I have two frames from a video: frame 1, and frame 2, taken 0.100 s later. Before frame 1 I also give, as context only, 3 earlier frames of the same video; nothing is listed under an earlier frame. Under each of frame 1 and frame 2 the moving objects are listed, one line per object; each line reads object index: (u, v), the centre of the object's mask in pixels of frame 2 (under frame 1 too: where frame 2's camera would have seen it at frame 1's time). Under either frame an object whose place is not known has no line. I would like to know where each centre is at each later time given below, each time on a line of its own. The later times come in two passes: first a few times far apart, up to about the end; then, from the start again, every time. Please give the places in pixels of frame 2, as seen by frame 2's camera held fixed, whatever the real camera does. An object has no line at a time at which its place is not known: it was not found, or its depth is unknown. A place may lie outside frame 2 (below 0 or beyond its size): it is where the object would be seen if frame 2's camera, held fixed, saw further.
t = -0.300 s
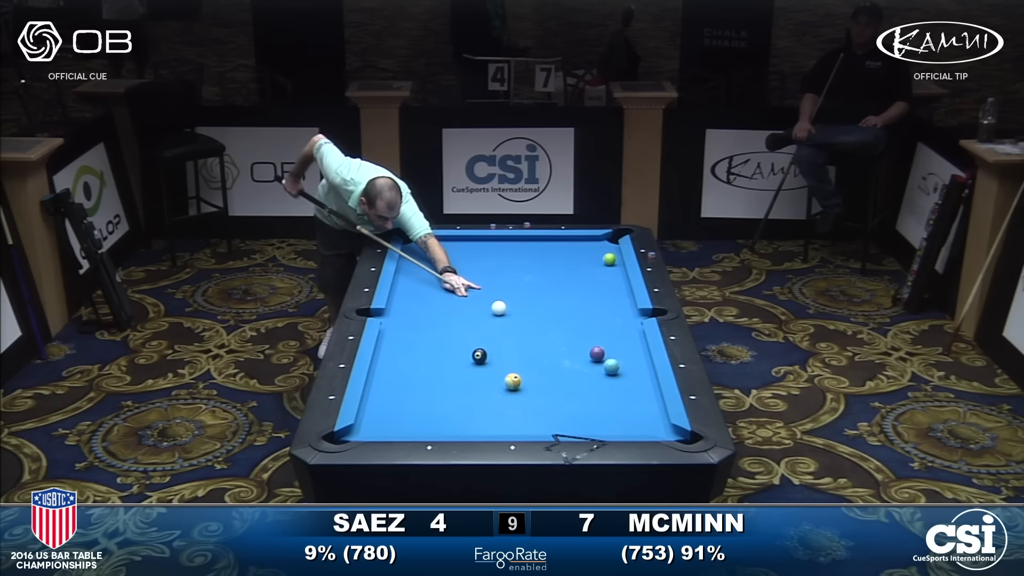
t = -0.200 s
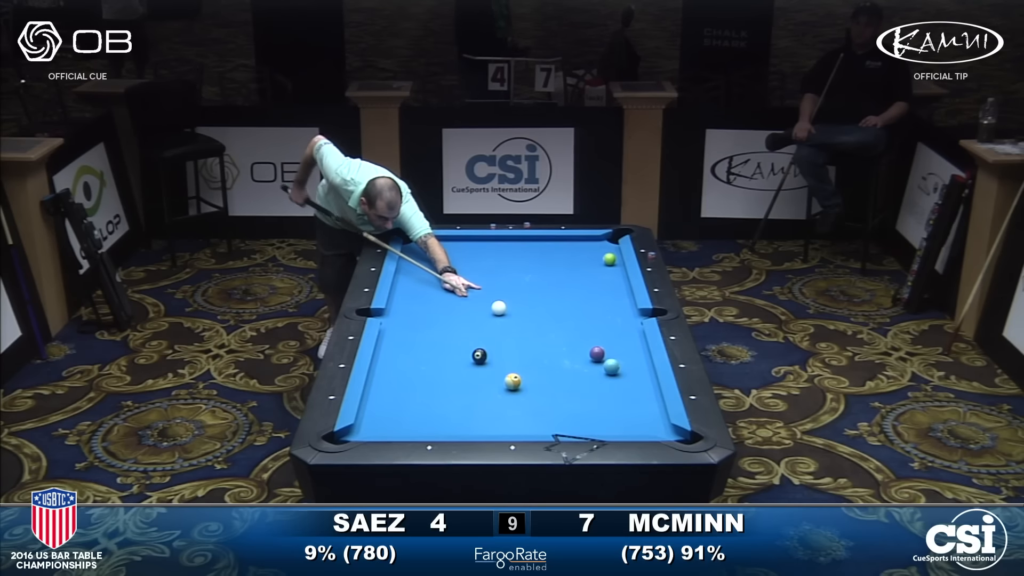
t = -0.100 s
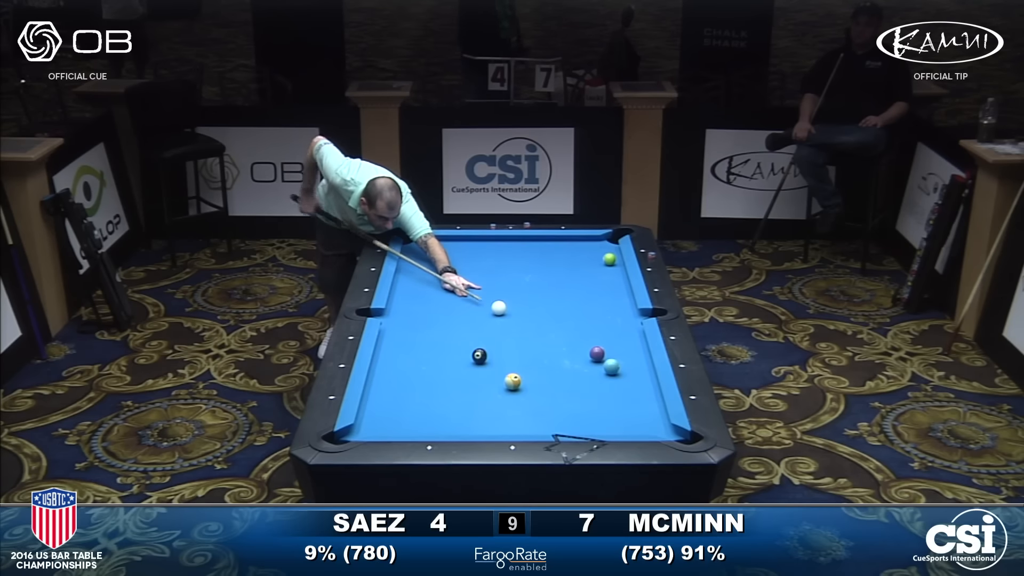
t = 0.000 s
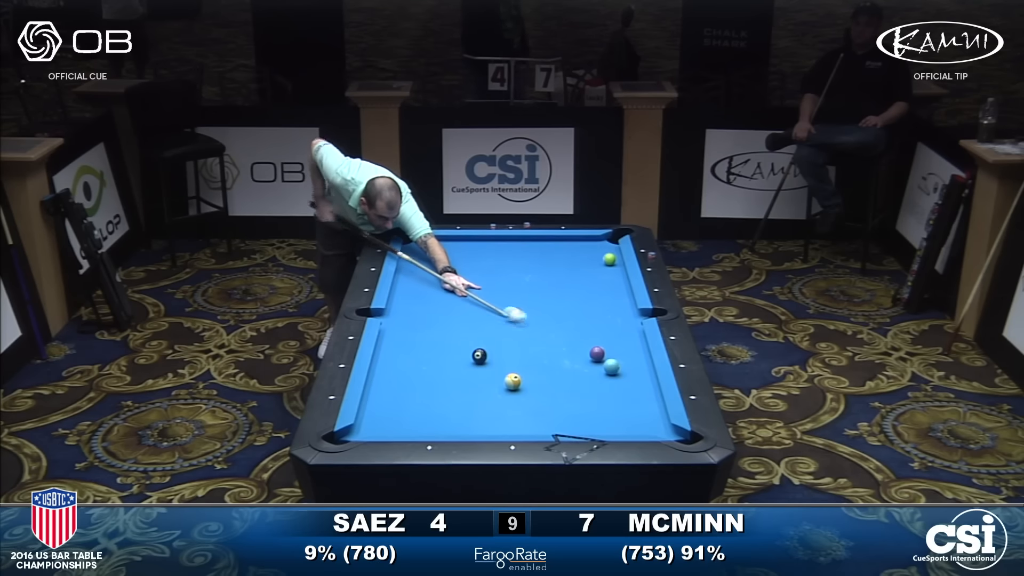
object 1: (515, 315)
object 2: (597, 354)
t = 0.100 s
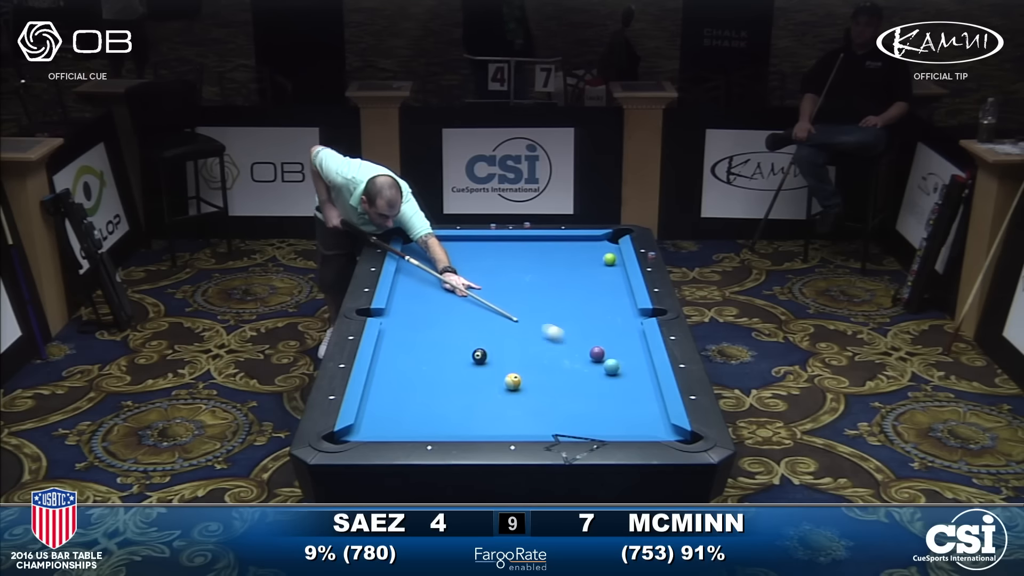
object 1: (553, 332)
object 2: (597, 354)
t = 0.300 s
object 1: (590, 348)
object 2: (619, 360)
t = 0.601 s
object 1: (596, 345)
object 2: (637, 360)
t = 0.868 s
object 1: (600, 344)
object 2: (617, 358)
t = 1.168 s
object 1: (604, 342)
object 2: (597, 356)
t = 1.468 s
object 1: (606, 341)
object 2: (579, 354)
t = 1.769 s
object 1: (607, 341)
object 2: (563, 352)
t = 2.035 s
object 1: (606, 341)
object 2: (551, 351)
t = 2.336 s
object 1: (606, 341)
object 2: (539, 350)
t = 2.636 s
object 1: (606, 341)
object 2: (529, 349)
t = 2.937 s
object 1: (606, 341)
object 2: (520, 348)
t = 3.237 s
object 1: (606, 341)
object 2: (514, 348)
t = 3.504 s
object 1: (606, 341)
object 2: (510, 347)
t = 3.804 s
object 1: (606, 341)
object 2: (507, 347)
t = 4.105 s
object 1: (606, 341)
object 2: (507, 347)
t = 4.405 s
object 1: (606, 341)
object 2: (507, 347)
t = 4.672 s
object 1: (606, 341)
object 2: (507, 347)
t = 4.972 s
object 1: (606, 341)
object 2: (507, 347)
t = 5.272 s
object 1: (606, 341)
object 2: (507, 347)
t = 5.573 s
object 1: (606, 341)
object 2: (507, 347)
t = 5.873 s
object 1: (606, 341)
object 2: (507, 347)
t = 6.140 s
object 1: (606, 341)
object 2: (507, 347)
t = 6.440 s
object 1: (606, 341)
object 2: (507, 347)
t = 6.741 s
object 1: (606, 341)
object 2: (507, 347)
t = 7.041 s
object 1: (606, 341)
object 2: (507, 347)
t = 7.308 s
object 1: (606, 341)
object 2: (507, 347)
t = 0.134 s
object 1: (565, 338)
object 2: (597, 354)
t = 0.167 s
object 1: (577, 343)
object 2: (597, 354)
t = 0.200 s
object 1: (586, 347)
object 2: (598, 355)
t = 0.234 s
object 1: (589, 348)
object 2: (606, 357)
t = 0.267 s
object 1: (589, 348)
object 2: (614, 358)
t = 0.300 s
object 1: (590, 348)
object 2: (619, 360)
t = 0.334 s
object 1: (591, 347)
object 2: (624, 360)
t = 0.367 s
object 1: (592, 347)
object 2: (628, 360)
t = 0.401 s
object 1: (593, 347)
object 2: (633, 360)
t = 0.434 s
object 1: (593, 347)
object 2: (638, 360)
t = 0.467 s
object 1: (594, 346)
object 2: (642, 361)
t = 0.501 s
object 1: (594, 346)
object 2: (644, 361)
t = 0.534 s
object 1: (595, 346)
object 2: (642, 360)
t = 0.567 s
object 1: (596, 346)
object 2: (639, 360)
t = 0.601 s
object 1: (596, 345)
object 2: (637, 360)
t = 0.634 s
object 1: (597, 345)
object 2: (634, 360)
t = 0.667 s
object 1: (597, 345)
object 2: (632, 359)
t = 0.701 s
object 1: (598, 345)
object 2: (629, 359)
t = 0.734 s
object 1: (599, 344)
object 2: (627, 359)
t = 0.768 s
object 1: (599, 344)
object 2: (624, 358)
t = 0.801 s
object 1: (600, 344)
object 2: (622, 358)
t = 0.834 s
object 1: (600, 344)
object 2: (619, 358)
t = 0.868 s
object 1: (600, 344)
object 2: (617, 358)
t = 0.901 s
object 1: (601, 343)
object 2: (615, 358)
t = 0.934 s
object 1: (601, 343)
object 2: (612, 358)
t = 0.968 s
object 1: (602, 343)
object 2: (610, 357)
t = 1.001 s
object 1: (602, 342)
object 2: (608, 357)
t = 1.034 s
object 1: (602, 342)
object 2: (605, 357)
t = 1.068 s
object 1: (603, 341)
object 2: (604, 356)
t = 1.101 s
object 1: (603, 341)
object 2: (601, 356)
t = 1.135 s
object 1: (604, 342)
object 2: (599, 356)
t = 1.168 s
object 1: (604, 342)
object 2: (597, 356)
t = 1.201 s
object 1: (604, 342)
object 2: (595, 356)
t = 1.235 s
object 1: (605, 342)
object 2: (593, 355)
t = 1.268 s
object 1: (605, 342)
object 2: (590, 355)
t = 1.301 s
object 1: (605, 342)
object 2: (589, 355)
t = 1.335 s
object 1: (605, 342)
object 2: (587, 355)
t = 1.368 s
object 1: (605, 342)
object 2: (585, 355)
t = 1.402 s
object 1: (606, 342)
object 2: (583, 355)
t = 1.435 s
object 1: (606, 342)
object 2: (581, 354)
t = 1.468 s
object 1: (606, 341)
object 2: (579, 354)
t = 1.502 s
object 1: (606, 341)
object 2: (577, 354)
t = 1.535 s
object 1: (606, 341)
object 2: (575, 354)
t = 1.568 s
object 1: (606, 341)
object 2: (573, 353)
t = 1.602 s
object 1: (606, 341)
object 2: (572, 353)
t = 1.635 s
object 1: (606, 341)
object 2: (570, 353)
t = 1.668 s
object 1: (606, 341)
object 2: (568, 353)
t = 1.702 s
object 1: (606, 341)
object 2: (566, 353)
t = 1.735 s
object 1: (606, 341)
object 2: (565, 353)
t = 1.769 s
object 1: (607, 341)
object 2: (563, 352)
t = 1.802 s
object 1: (606, 341)
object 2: (561, 352)
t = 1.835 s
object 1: (606, 341)
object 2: (560, 352)
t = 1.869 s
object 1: (606, 341)
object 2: (558, 352)
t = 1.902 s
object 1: (606, 341)
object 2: (557, 352)
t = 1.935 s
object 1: (606, 341)
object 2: (555, 352)
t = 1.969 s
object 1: (606, 341)
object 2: (554, 352)
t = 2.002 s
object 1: (606, 341)
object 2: (552, 352)
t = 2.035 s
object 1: (606, 341)
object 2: (551, 351)
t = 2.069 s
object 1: (606, 341)
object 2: (549, 351)
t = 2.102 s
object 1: (606, 341)
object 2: (548, 351)
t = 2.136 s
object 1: (606, 341)
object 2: (546, 351)
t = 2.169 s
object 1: (606, 341)
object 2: (545, 351)
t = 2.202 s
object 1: (606, 341)
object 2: (544, 351)
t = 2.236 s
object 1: (606, 341)
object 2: (542, 351)
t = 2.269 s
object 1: (606, 341)
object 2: (541, 351)
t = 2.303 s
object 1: (606, 341)
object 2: (540, 350)
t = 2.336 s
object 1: (606, 341)
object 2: (539, 350)
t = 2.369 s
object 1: (606, 341)
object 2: (538, 350)
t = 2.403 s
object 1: (606, 341)
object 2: (536, 350)
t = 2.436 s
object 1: (606, 341)
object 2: (535, 350)
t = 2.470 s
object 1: (606, 341)
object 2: (534, 350)
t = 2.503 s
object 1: (606, 341)
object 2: (533, 349)
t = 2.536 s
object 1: (606, 341)
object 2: (532, 349)
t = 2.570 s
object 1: (606, 341)
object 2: (531, 349)
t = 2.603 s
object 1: (606, 341)
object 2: (530, 349)
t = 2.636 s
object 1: (606, 341)
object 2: (529, 349)
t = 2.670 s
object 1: (606, 341)
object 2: (528, 349)
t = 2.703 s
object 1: (606, 341)
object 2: (527, 349)
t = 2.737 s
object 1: (606, 341)
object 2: (526, 349)
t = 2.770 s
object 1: (606, 341)
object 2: (525, 349)
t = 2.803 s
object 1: (606, 341)
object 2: (524, 348)
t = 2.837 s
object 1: (606, 341)
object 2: (523, 348)
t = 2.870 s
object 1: (606, 341)
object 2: (522, 348)
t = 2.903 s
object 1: (606, 341)
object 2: (521, 348)
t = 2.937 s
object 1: (606, 341)
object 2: (520, 348)
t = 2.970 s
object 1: (606, 341)
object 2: (520, 348)
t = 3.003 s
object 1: (606, 341)
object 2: (519, 348)
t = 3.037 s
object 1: (606, 341)
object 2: (518, 348)
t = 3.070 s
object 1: (606, 341)
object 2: (518, 348)
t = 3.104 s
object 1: (606, 341)
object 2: (517, 348)
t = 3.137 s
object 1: (606, 341)
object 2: (516, 348)
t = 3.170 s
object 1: (606, 341)
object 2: (516, 348)
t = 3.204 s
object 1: (606, 341)
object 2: (515, 348)
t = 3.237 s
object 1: (606, 341)
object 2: (514, 348)
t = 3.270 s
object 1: (606, 341)
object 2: (514, 348)
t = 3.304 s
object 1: (606, 341)
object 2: (513, 348)
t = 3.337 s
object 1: (606, 341)
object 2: (512, 348)
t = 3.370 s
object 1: (606, 341)
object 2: (512, 347)
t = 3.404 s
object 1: (606, 341)
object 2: (512, 347)
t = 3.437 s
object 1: (606, 341)
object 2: (511, 347)
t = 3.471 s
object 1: (606, 341)
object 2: (511, 347)
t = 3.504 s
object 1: (606, 341)
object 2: (510, 347)
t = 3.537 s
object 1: (606, 341)
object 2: (510, 347)
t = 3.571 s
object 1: (606, 341)
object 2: (510, 347)
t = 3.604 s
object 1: (606, 341)
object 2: (509, 347)
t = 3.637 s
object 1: (606, 341)
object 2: (509, 347)
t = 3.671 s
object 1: (606, 341)
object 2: (509, 347)
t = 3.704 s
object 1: (606, 341)
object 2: (508, 347)
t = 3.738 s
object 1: (606, 341)
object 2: (508, 347)
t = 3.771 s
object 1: (606, 341)
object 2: (508, 347)
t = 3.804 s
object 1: (606, 341)
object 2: (507, 347)
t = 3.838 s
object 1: (606, 341)
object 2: (507, 347)
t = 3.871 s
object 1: (606, 341)
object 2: (507, 347)
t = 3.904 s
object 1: (606, 341)
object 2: (507, 347)
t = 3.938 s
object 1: (606, 341)
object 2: (507, 347)
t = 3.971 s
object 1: (606, 341)
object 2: (507, 347)
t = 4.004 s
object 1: (606, 341)
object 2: (507, 347)
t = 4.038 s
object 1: (606, 341)
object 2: (507, 347)
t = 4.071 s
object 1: (606, 341)
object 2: (507, 347)
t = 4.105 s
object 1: (606, 341)
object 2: (507, 347)
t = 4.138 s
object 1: (606, 341)
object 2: (507, 347)
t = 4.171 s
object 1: (606, 341)
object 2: (507, 347)
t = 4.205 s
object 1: (606, 341)
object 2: (507, 347)
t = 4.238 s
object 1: (606, 341)
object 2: (507, 347)
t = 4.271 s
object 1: (606, 341)
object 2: (507, 347)
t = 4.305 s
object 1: (606, 341)
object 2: (507, 347)
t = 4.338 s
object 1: (606, 341)
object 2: (507, 347)
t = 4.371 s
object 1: (606, 341)
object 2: (507, 347)
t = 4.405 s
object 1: (606, 341)
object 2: (507, 347)
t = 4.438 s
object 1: (606, 341)
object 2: (507, 347)
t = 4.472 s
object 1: (606, 341)
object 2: (507, 347)
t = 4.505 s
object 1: (606, 341)
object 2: (507, 347)
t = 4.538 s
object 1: (606, 341)
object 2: (507, 347)
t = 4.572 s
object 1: (606, 341)
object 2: (507, 347)
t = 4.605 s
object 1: (606, 341)
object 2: (507, 347)
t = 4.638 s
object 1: (606, 341)
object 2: (507, 347)
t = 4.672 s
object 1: (606, 341)
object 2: (507, 347)
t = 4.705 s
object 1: (606, 341)
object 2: (507, 347)
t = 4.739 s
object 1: (606, 341)
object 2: (507, 347)
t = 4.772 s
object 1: (606, 341)
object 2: (507, 347)
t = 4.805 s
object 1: (606, 341)
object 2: (507, 347)
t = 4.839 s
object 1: (606, 341)
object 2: (507, 347)
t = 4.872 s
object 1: (606, 341)
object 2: (507, 347)
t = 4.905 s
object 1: (606, 341)
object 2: (507, 347)
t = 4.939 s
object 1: (606, 341)
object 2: (507, 347)
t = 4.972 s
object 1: (606, 341)
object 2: (507, 347)
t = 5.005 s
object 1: (606, 341)
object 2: (507, 347)
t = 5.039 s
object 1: (606, 341)
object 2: (507, 347)
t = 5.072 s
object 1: (606, 341)
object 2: (507, 347)
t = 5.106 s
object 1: (606, 341)
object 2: (507, 347)
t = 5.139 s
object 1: (606, 341)
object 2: (507, 347)
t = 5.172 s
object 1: (606, 341)
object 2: (507, 347)
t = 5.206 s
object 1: (606, 341)
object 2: (507, 347)
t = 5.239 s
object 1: (606, 341)
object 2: (507, 347)
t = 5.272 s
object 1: (606, 341)
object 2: (507, 347)
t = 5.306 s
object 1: (606, 341)
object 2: (507, 347)
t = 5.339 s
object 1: (606, 341)
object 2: (507, 347)
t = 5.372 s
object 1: (606, 341)
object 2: (507, 347)
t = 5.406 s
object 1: (606, 341)
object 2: (507, 347)
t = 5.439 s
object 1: (606, 341)
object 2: (507, 347)
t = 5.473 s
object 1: (606, 341)
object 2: (507, 347)
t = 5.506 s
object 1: (606, 341)
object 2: (507, 347)
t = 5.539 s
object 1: (606, 341)
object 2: (507, 347)
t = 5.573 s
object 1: (606, 341)
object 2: (507, 347)
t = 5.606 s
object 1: (606, 341)
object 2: (507, 347)
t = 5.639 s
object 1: (606, 341)
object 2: (507, 347)
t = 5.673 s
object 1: (606, 341)
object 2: (507, 347)
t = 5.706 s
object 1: (606, 341)
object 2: (507, 347)
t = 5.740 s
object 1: (606, 341)
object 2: (507, 347)
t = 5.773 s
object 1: (606, 341)
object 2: (507, 347)
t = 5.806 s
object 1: (606, 341)
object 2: (507, 347)
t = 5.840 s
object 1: (606, 341)
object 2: (507, 347)
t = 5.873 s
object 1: (606, 341)
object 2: (507, 347)
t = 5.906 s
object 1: (606, 341)
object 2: (507, 347)
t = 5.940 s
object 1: (606, 341)
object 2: (507, 347)
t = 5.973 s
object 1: (606, 341)
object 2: (507, 347)
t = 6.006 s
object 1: (606, 341)
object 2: (507, 347)
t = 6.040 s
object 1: (606, 341)
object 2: (507, 347)
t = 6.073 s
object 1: (606, 341)
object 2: (507, 347)
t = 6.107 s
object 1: (606, 341)
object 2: (507, 347)
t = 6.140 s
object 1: (606, 341)
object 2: (507, 347)
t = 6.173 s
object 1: (606, 341)
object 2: (507, 347)
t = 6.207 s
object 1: (606, 341)
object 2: (507, 347)
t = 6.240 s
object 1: (606, 341)
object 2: (507, 347)
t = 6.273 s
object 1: (606, 341)
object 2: (507, 347)
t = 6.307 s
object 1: (606, 341)
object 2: (507, 347)
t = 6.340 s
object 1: (606, 341)
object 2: (507, 347)
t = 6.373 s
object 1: (606, 341)
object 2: (507, 347)
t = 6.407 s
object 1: (606, 341)
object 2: (507, 347)
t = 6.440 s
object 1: (606, 341)
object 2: (507, 347)
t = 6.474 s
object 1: (606, 341)
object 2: (507, 347)
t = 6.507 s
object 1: (606, 341)
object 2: (507, 347)
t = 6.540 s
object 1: (606, 341)
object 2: (507, 347)
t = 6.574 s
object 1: (606, 341)
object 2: (507, 347)
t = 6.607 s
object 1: (606, 341)
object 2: (507, 347)
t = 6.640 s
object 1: (606, 341)
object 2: (507, 347)
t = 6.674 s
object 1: (606, 341)
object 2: (507, 347)
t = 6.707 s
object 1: (606, 341)
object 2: (507, 347)
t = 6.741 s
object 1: (606, 341)
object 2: (507, 347)
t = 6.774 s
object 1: (606, 341)
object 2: (507, 347)
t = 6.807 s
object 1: (606, 341)
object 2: (507, 347)
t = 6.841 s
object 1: (606, 341)
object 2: (507, 347)
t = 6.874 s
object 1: (606, 341)
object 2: (507, 347)
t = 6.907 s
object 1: (606, 341)
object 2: (507, 347)
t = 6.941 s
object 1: (606, 341)
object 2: (507, 347)
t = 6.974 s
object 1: (606, 341)
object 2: (507, 347)
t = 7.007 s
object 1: (606, 341)
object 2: (507, 347)
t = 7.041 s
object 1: (606, 341)
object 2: (507, 347)
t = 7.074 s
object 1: (606, 341)
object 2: (507, 347)
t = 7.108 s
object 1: (606, 341)
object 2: (507, 347)
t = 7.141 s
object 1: (606, 341)
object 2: (507, 347)
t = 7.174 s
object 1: (606, 341)
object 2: (507, 347)
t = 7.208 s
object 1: (606, 341)
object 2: (507, 347)
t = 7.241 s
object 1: (606, 341)
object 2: (507, 347)
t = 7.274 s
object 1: (606, 341)
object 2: (507, 347)
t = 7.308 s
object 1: (606, 341)
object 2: (507, 347)
